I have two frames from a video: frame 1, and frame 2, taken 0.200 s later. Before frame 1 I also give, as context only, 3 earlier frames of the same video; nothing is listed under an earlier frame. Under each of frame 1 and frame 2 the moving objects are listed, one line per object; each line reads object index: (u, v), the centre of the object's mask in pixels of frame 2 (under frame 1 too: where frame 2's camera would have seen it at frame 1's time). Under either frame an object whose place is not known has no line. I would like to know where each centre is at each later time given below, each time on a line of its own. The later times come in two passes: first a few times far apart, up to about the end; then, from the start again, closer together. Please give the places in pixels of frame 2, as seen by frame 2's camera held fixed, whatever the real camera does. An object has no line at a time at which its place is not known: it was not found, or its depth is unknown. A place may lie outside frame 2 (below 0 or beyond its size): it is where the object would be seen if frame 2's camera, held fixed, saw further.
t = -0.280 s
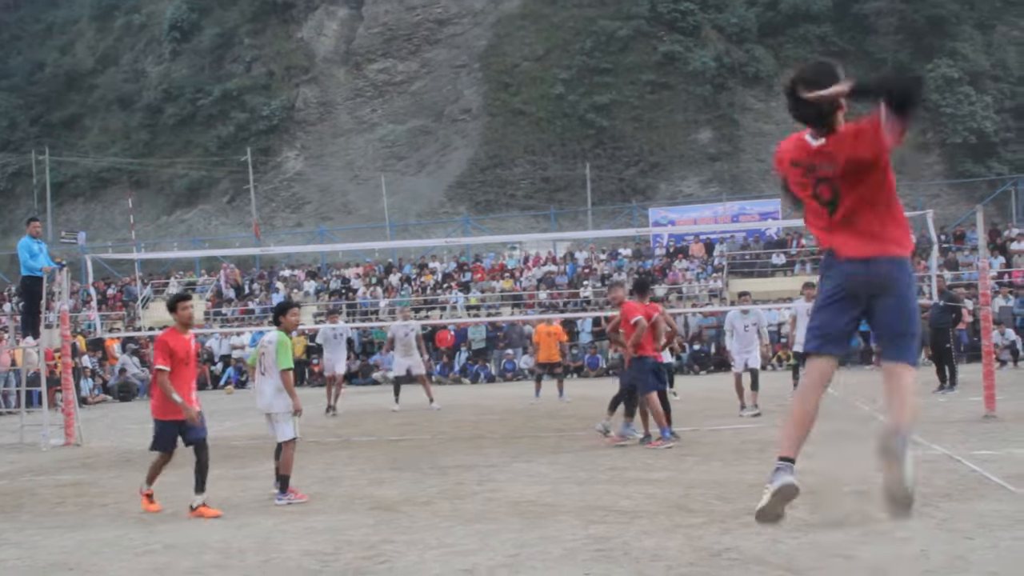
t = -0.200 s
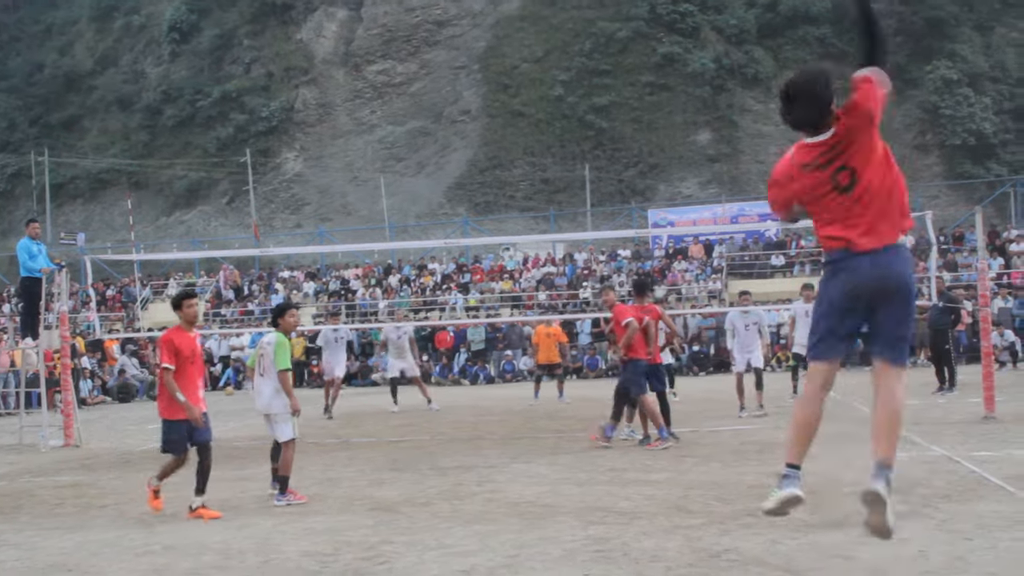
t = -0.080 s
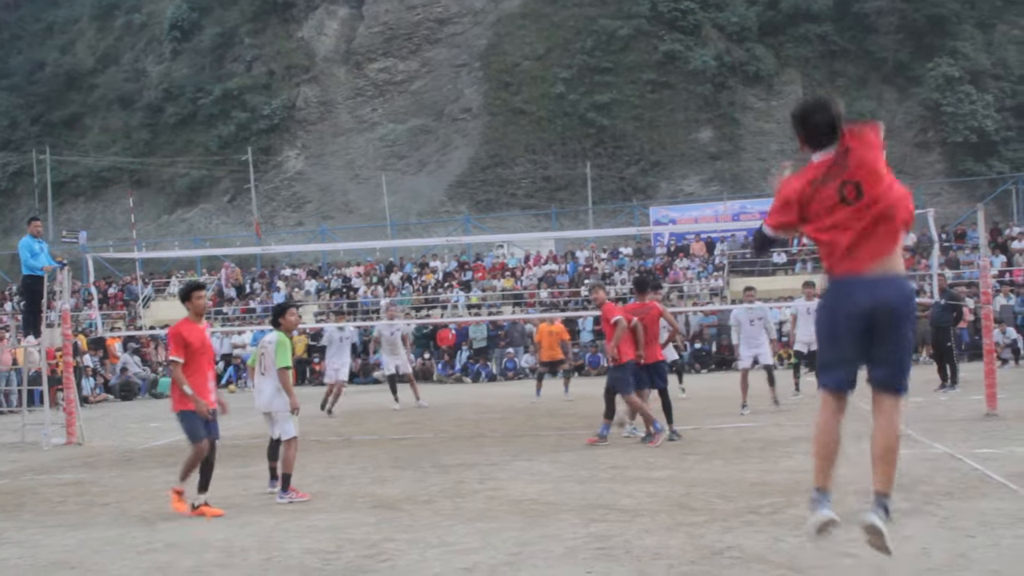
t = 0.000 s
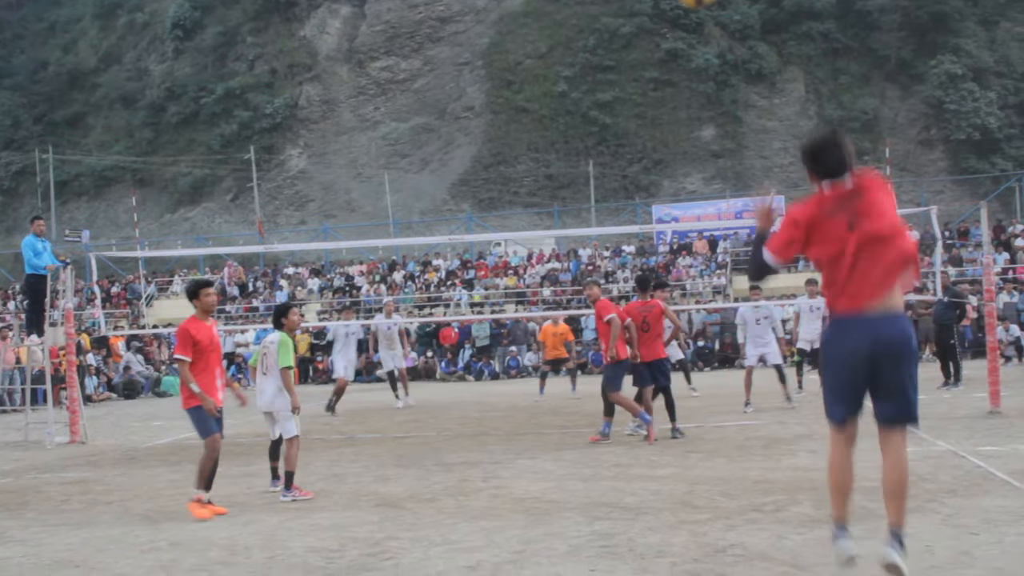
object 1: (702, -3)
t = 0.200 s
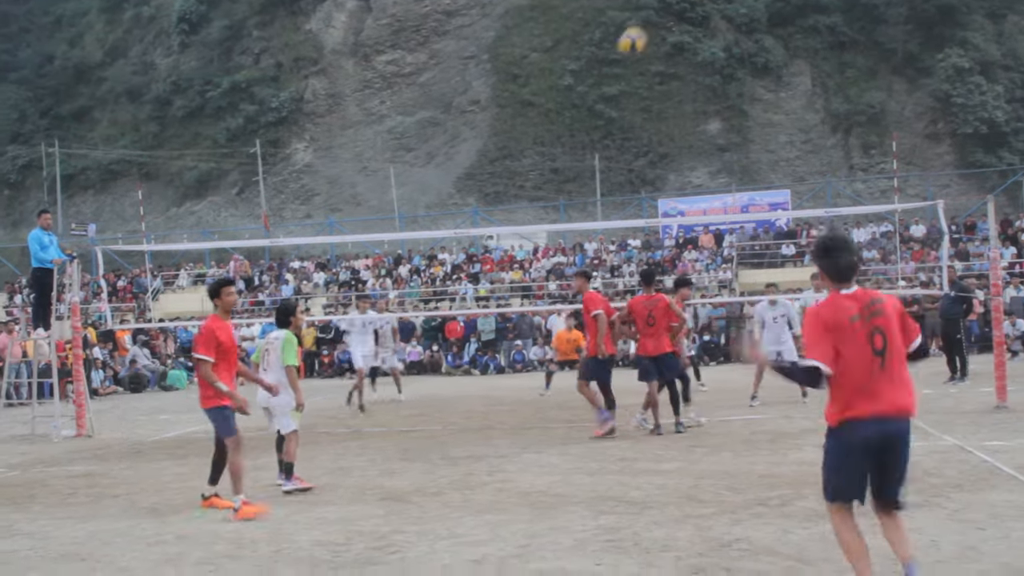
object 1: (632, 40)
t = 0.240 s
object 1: (622, 54)
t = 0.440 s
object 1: (586, 124)
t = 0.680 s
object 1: (559, 214)
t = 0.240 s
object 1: (622, 54)
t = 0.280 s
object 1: (614, 65)
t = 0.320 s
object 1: (606, 81)
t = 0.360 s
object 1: (599, 94)
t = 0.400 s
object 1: (592, 109)
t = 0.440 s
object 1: (586, 124)
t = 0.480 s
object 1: (581, 137)
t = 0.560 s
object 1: (571, 168)
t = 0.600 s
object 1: (567, 184)
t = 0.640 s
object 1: (563, 198)
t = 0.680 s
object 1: (559, 214)
